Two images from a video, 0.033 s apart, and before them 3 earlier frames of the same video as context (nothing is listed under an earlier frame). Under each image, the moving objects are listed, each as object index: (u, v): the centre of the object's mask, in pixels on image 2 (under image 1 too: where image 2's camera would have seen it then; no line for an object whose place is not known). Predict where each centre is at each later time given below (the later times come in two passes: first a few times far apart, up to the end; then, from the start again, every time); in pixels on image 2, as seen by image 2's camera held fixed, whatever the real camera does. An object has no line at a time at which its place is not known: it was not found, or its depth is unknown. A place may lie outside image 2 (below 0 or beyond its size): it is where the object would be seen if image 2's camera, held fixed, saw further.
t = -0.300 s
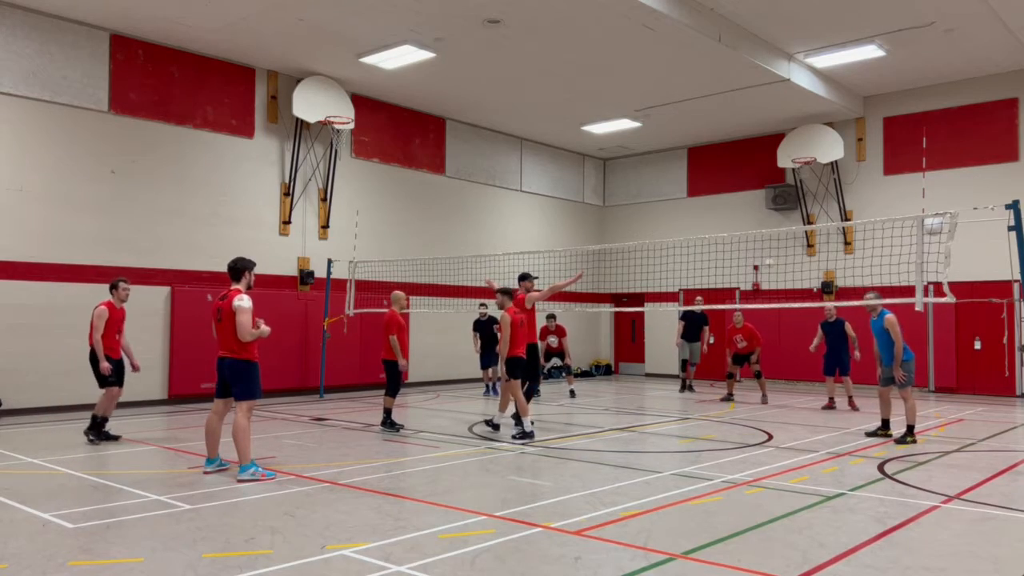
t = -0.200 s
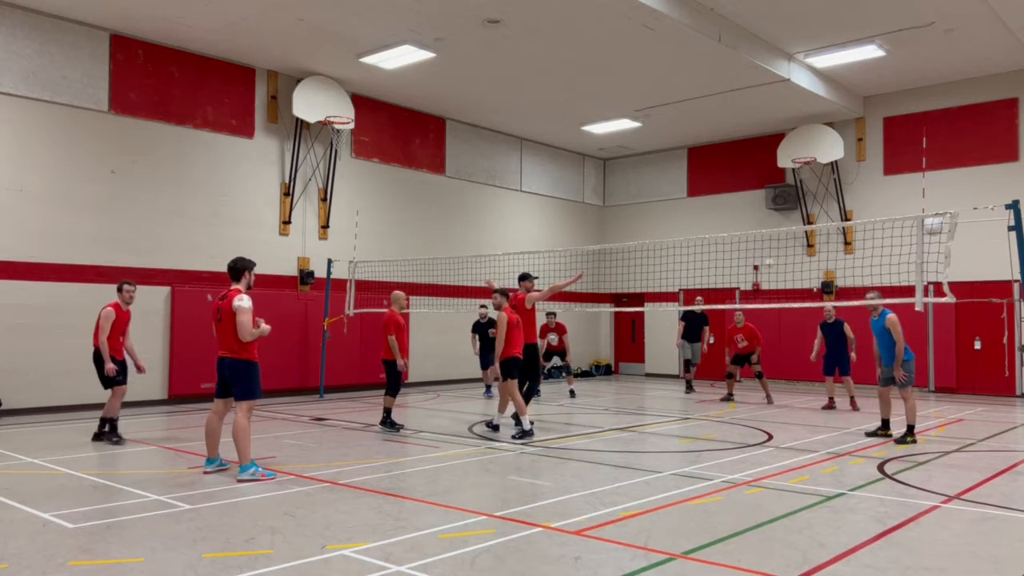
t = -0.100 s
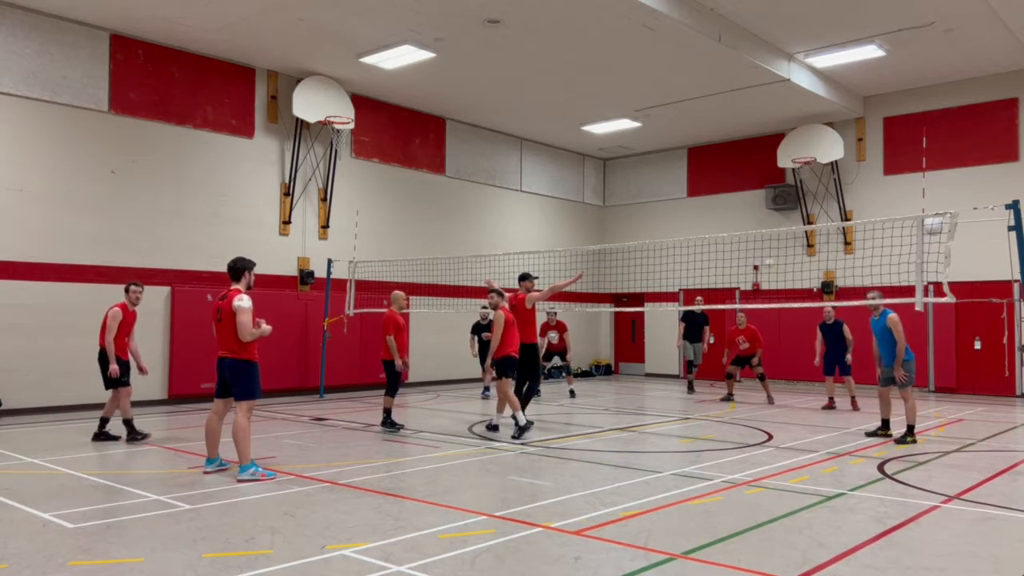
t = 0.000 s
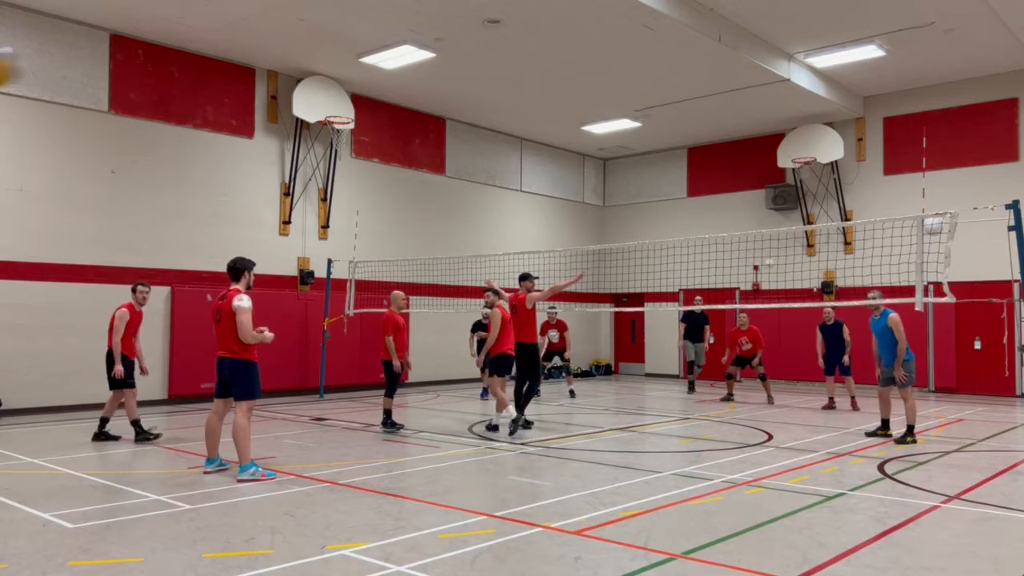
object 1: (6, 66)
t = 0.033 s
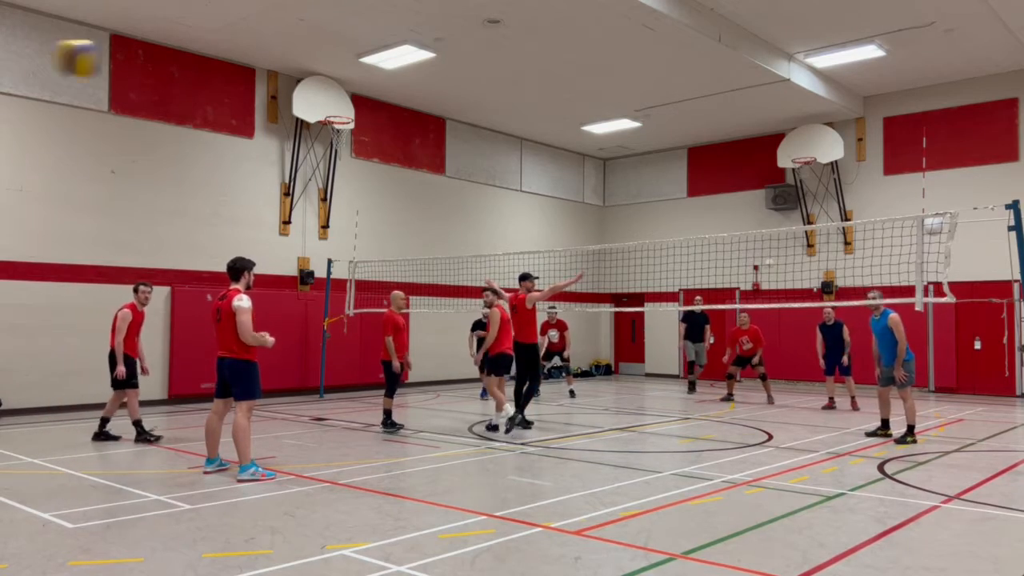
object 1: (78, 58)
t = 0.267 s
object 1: (423, 62)
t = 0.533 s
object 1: (594, 121)
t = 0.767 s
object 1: (671, 195)
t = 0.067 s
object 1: (150, 54)
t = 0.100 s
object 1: (212, 52)
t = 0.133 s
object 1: (266, 51)
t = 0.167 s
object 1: (312, 52)
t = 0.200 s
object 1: (352, 53)
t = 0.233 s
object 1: (389, 56)
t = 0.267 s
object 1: (423, 62)
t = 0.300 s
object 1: (452, 68)
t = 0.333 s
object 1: (479, 73)
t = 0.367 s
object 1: (504, 80)
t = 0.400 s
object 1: (525, 87)
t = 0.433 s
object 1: (544, 95)
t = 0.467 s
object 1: (562, 104)
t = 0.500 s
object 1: (578, 112)
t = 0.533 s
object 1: (594, 121)
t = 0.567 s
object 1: (608, 131)
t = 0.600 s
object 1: (621, 140)
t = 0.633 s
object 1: (632, 150)
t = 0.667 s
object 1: (643, 162)
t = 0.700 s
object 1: (653, 173)
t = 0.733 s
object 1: (662, 184)
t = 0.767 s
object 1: (671, 195)
